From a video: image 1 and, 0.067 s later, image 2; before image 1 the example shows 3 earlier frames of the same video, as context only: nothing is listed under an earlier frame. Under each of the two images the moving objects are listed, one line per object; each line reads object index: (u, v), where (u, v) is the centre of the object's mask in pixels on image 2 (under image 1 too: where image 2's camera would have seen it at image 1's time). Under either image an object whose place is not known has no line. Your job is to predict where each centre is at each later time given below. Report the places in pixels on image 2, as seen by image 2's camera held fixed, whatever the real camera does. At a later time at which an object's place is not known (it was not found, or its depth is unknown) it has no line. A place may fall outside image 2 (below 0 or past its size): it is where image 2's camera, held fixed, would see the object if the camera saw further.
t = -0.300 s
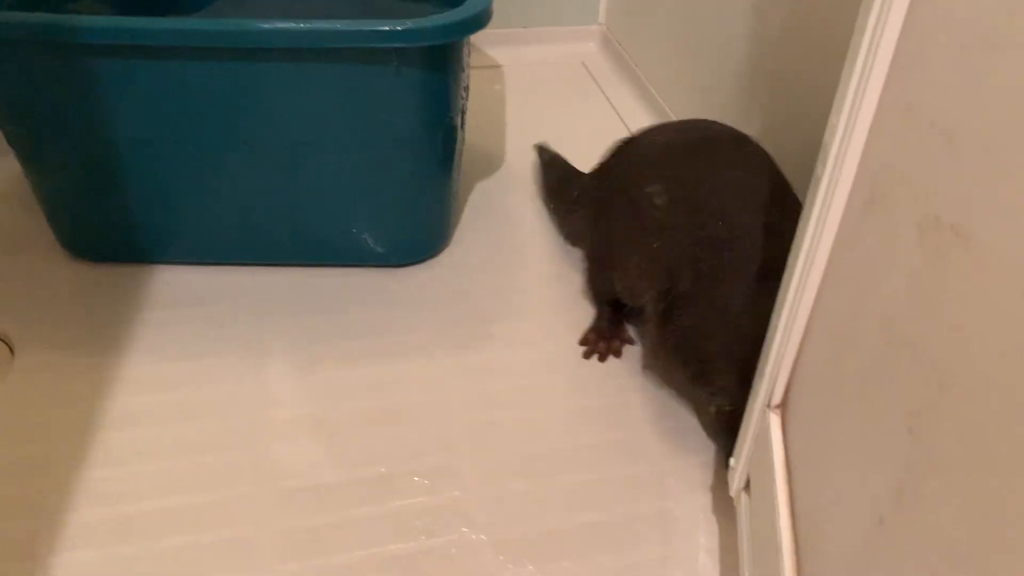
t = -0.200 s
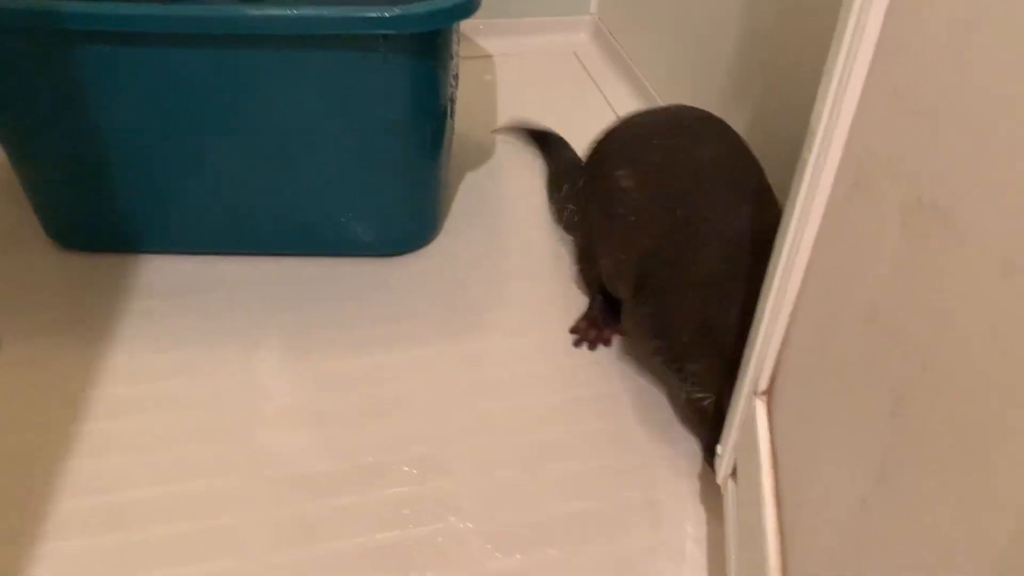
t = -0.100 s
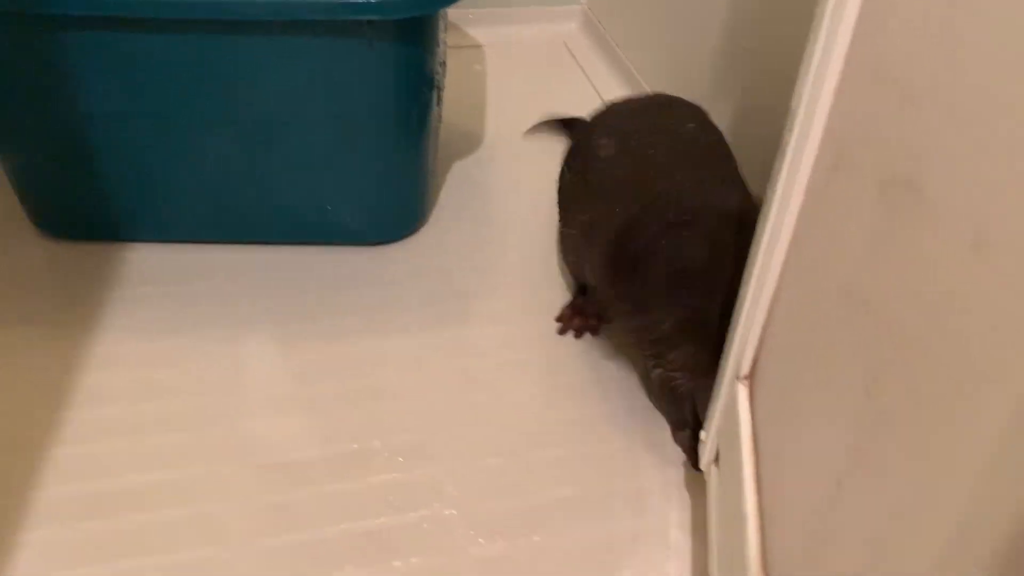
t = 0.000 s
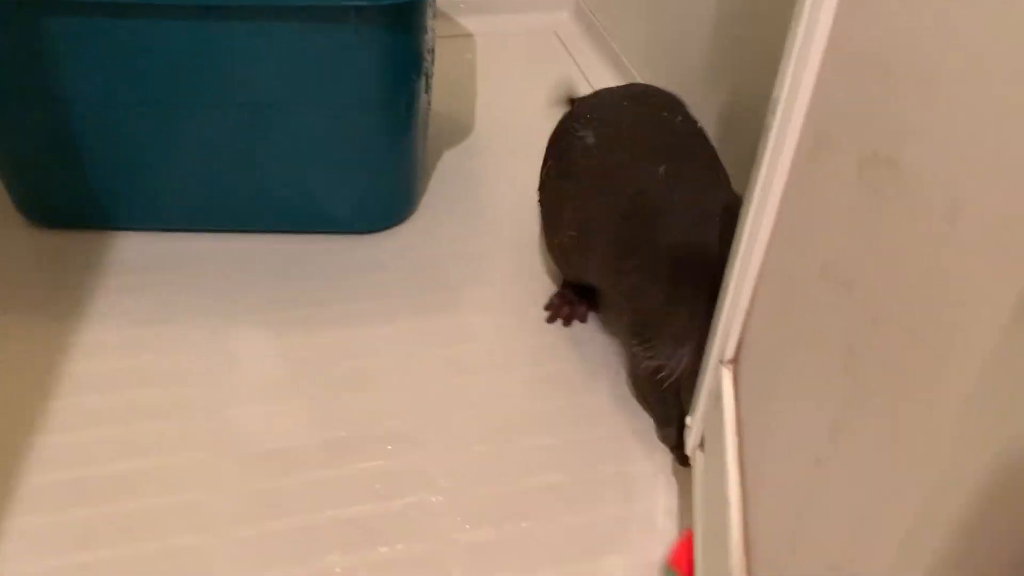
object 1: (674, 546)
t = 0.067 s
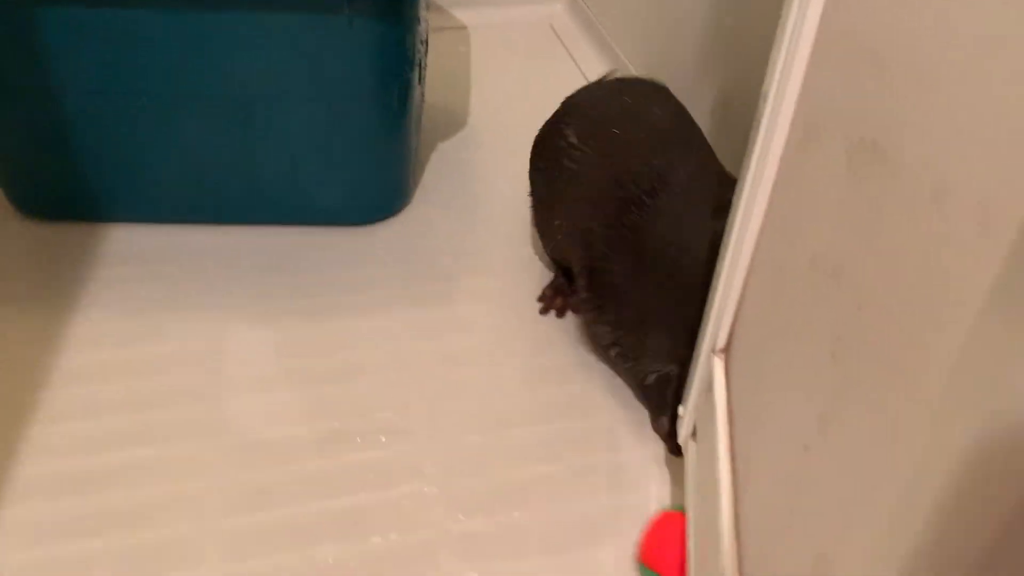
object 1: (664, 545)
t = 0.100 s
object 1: (659, 545)
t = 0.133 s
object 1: (655, 546)
